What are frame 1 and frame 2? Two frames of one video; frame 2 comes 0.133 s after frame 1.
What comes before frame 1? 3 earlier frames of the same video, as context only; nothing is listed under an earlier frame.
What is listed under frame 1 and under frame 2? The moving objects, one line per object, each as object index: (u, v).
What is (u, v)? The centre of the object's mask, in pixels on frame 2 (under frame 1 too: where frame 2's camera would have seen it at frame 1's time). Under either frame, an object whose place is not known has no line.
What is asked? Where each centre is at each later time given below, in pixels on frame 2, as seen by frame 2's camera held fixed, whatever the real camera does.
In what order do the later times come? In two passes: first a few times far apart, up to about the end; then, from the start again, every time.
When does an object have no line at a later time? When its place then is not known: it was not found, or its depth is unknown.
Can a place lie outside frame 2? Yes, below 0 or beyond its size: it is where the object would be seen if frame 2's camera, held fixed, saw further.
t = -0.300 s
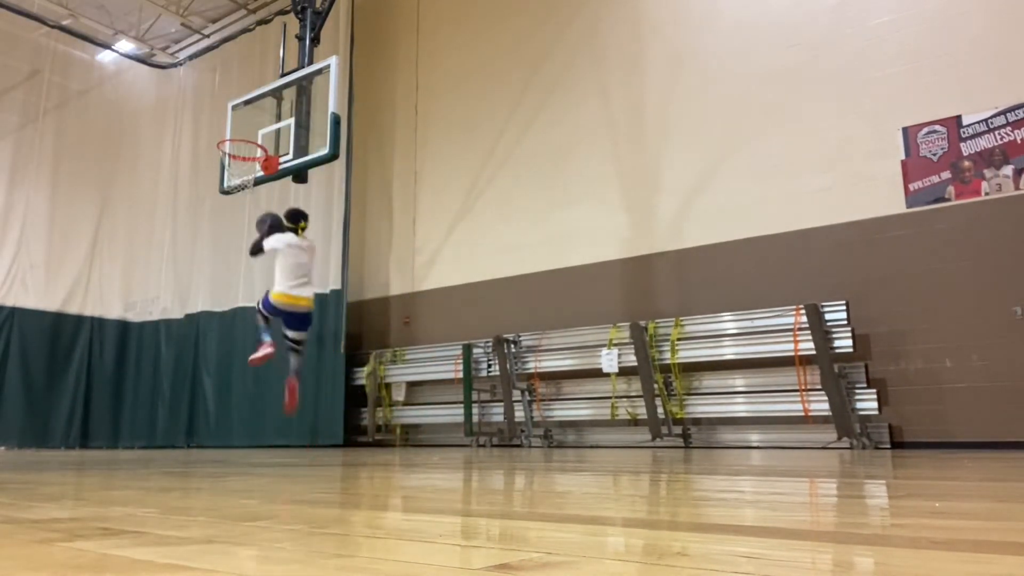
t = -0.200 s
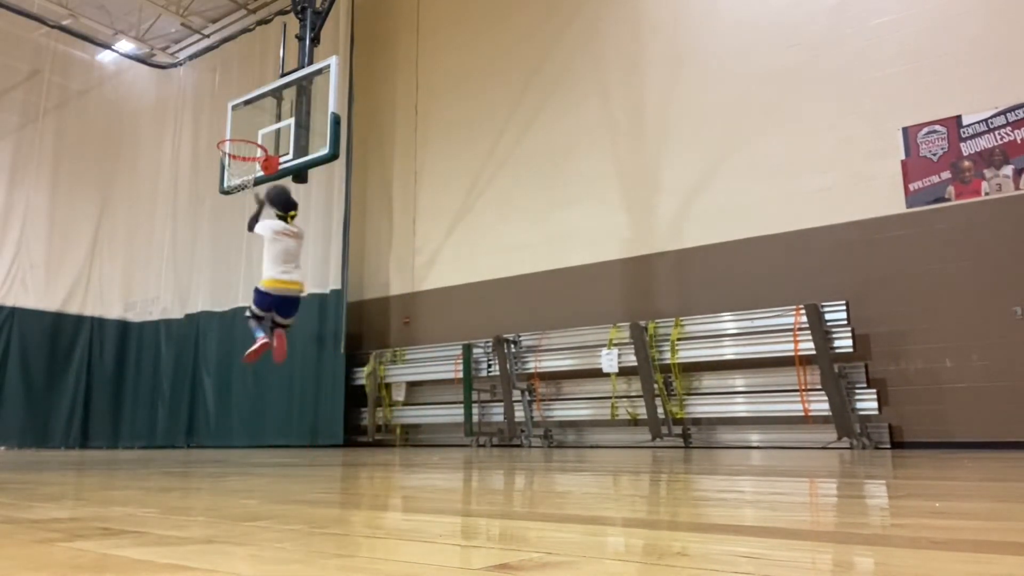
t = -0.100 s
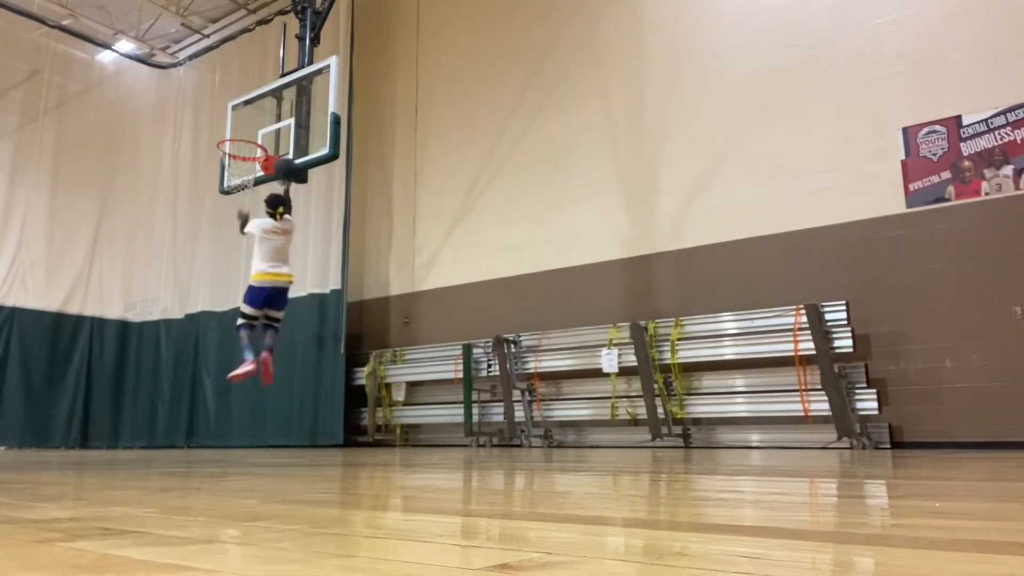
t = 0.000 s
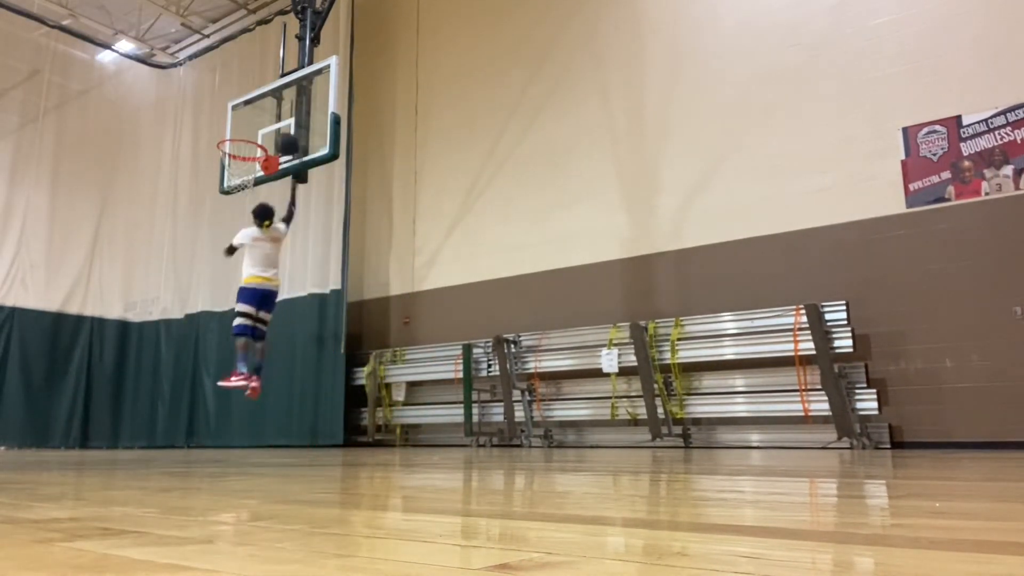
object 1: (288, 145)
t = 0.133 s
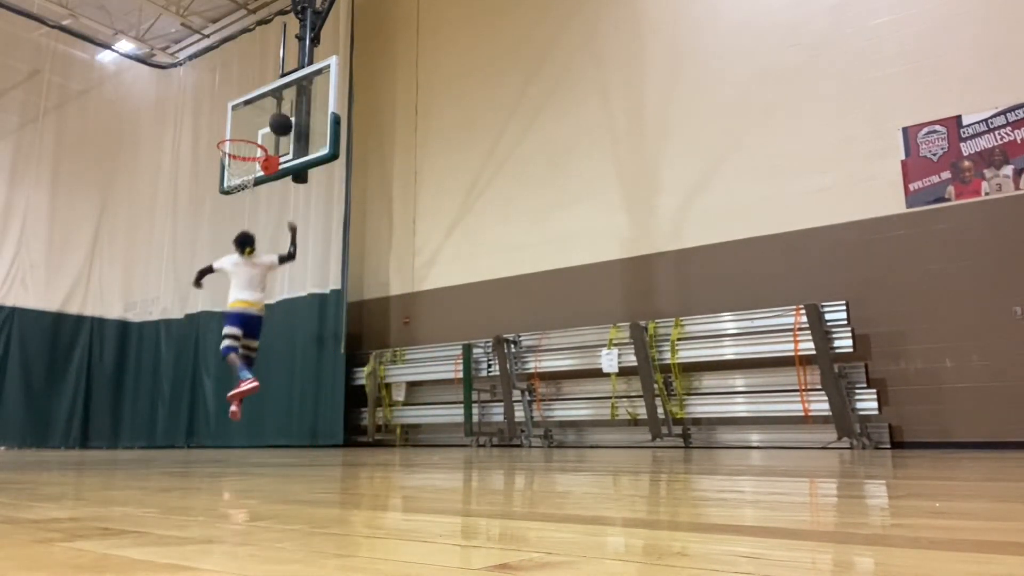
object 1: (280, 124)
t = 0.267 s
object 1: (266, 119)
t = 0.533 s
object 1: (236, 155)
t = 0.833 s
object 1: (225, 226)
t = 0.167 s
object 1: (277, 122)
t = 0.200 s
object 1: (273, 120)
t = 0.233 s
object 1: (270, 119)
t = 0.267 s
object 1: (266, 119)
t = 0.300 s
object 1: (263, 120)
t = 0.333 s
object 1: (259, 122)
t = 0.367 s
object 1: (256, 125)
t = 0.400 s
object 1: (252, 129)
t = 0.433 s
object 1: (248, 134)
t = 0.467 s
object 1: (244, 141)
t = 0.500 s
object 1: (240, 148)
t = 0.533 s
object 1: (236, 155)
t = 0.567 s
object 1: (233, 164)
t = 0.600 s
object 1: (231, 171)
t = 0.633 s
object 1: (232, 178)
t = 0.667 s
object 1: (229, 183)
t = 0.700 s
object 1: (228, 188)
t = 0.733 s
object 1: (228, 196)
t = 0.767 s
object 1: (227, 206)
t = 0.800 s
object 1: (226, 215)
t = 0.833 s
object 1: (225, 226)
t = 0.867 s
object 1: (224, 238)
